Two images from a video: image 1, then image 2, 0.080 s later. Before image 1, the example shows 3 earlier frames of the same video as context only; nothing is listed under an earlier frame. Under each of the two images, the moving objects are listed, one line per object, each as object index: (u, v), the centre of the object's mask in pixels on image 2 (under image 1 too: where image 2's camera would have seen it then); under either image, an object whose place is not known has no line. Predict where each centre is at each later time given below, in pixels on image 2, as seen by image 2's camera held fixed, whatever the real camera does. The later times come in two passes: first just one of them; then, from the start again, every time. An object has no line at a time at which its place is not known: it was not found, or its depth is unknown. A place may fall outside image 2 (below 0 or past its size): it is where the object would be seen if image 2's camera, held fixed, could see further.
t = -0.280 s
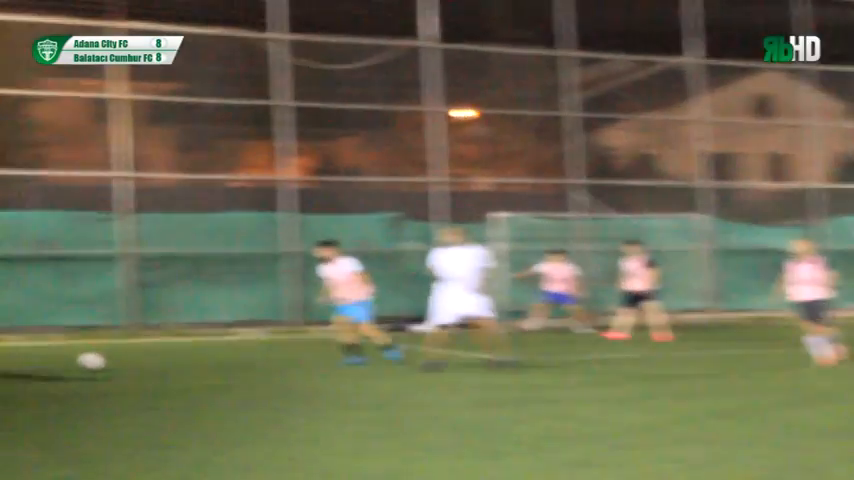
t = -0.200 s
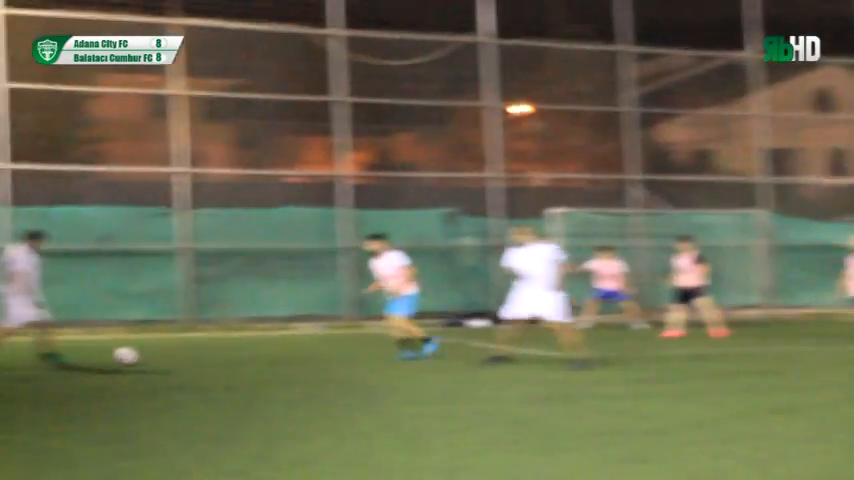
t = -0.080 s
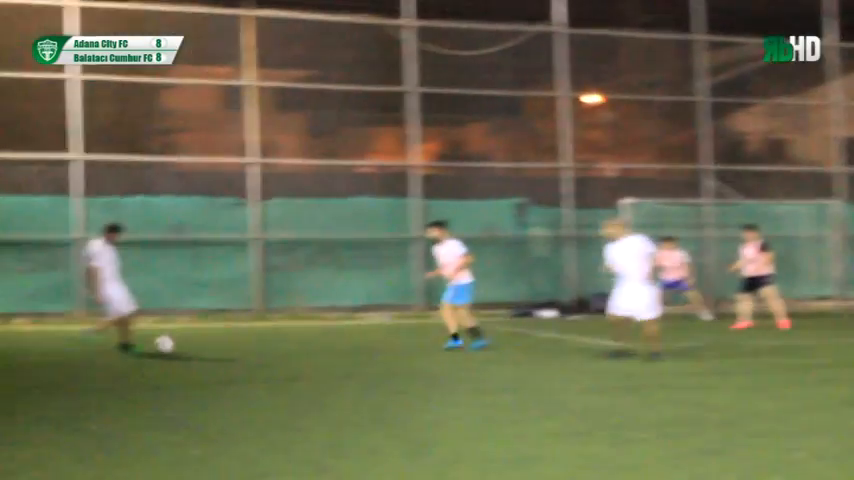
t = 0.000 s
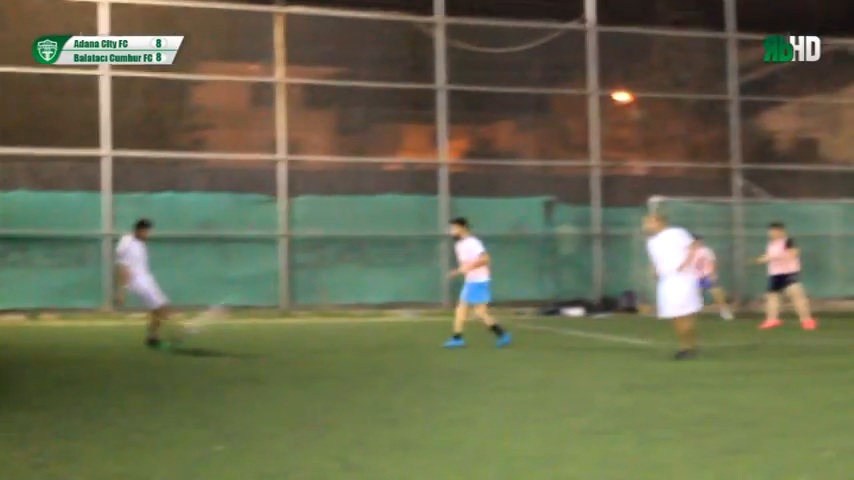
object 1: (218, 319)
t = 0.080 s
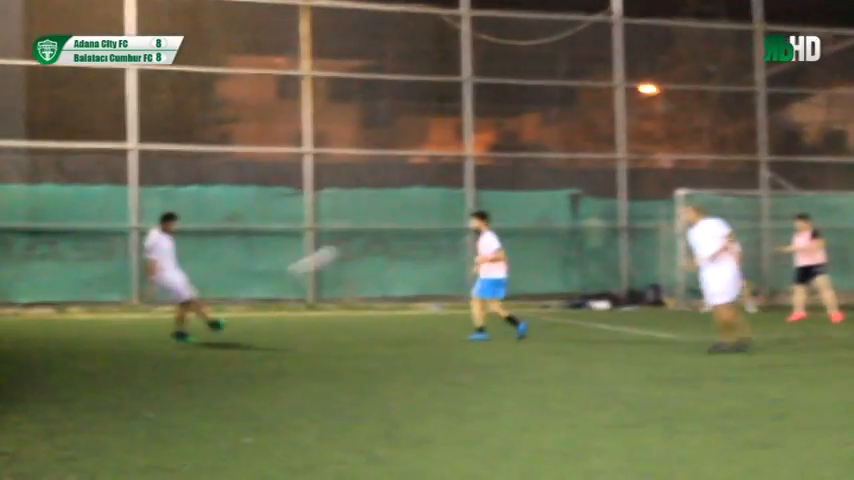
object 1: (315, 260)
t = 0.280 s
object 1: (510, 150)
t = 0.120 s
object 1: (354, 236)
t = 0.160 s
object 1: (395, 213)
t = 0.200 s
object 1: (434, 191)
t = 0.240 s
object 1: (472, 170)
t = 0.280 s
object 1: (510, 150)
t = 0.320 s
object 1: (547, 133)
